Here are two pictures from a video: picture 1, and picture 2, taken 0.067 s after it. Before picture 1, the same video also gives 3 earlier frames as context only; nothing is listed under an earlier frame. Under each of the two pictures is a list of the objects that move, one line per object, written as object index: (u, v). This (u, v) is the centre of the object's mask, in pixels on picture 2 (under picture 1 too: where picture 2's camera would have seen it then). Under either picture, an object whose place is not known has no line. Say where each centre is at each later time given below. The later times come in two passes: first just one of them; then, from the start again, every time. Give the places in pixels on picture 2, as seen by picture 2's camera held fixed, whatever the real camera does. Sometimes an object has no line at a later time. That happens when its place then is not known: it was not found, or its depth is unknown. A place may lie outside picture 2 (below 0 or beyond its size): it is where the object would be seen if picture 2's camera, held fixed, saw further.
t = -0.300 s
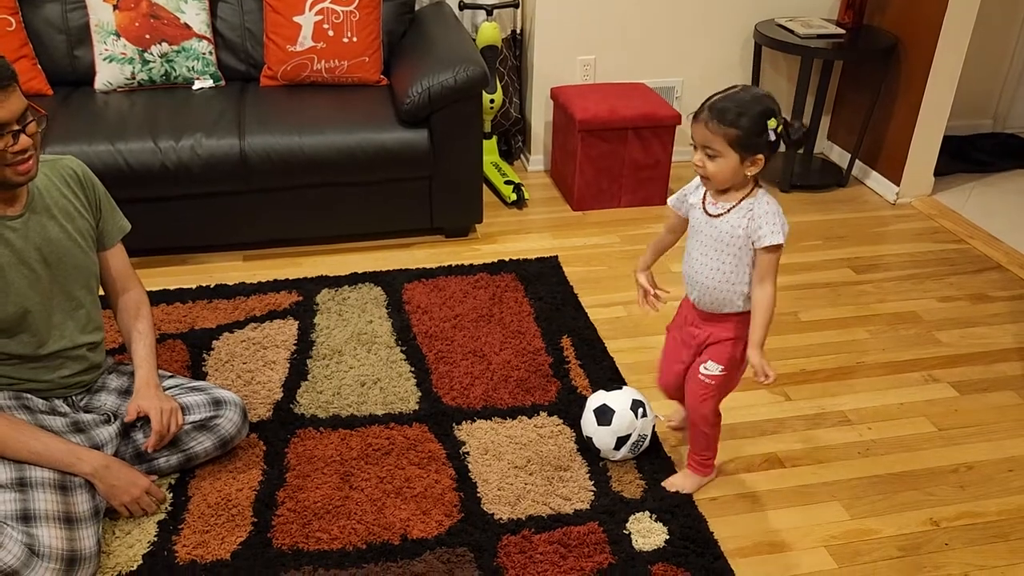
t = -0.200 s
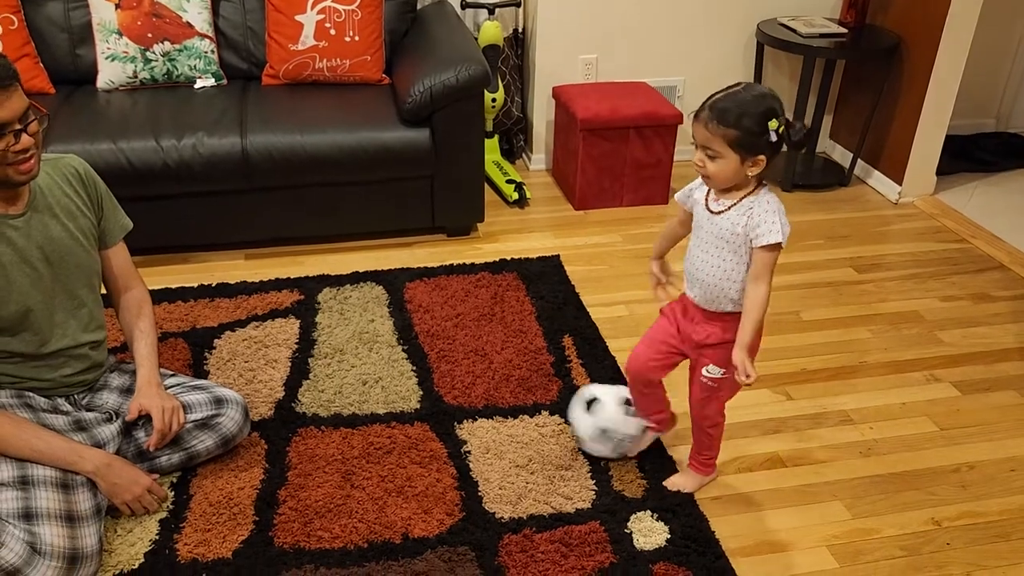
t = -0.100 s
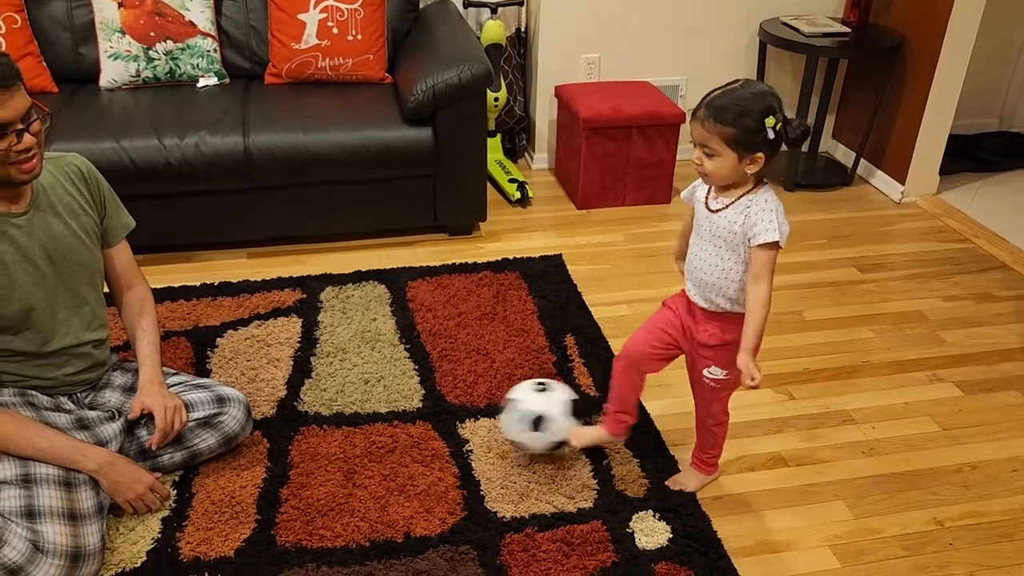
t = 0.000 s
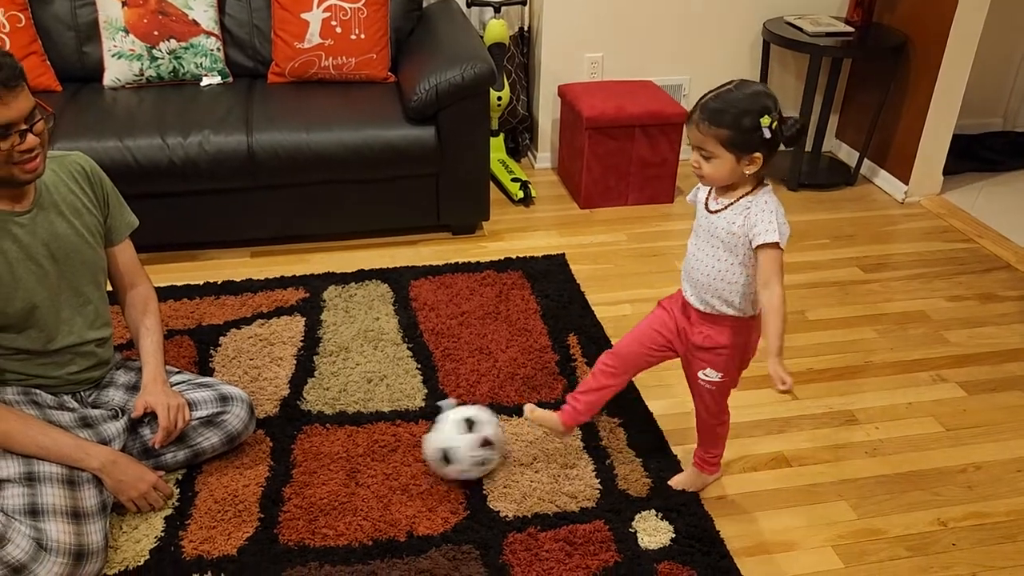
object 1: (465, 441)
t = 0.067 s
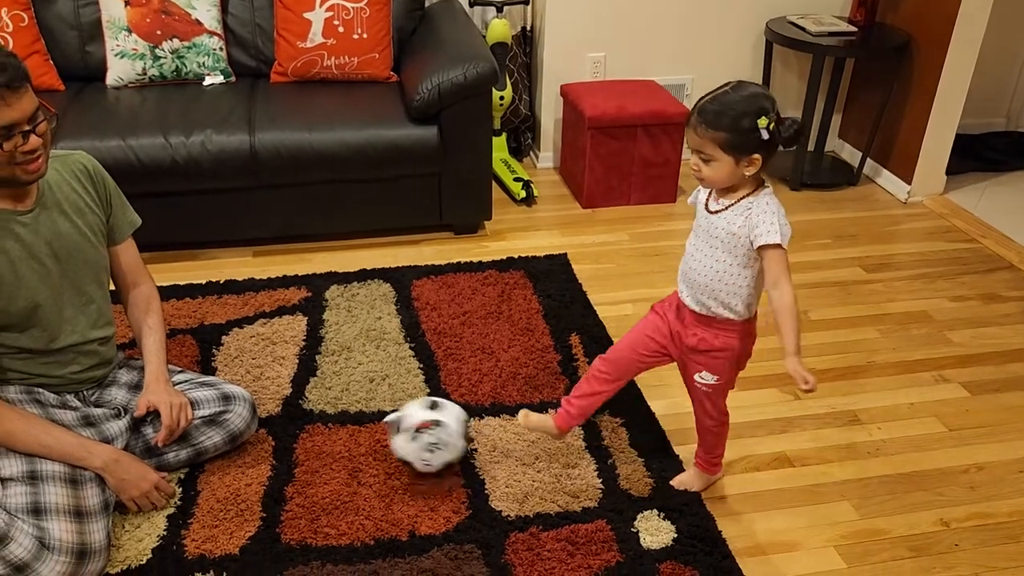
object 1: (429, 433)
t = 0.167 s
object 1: (377, 438)
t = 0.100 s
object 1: (410, 431)
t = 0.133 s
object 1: (392, 434)
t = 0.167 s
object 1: (377, 438)
